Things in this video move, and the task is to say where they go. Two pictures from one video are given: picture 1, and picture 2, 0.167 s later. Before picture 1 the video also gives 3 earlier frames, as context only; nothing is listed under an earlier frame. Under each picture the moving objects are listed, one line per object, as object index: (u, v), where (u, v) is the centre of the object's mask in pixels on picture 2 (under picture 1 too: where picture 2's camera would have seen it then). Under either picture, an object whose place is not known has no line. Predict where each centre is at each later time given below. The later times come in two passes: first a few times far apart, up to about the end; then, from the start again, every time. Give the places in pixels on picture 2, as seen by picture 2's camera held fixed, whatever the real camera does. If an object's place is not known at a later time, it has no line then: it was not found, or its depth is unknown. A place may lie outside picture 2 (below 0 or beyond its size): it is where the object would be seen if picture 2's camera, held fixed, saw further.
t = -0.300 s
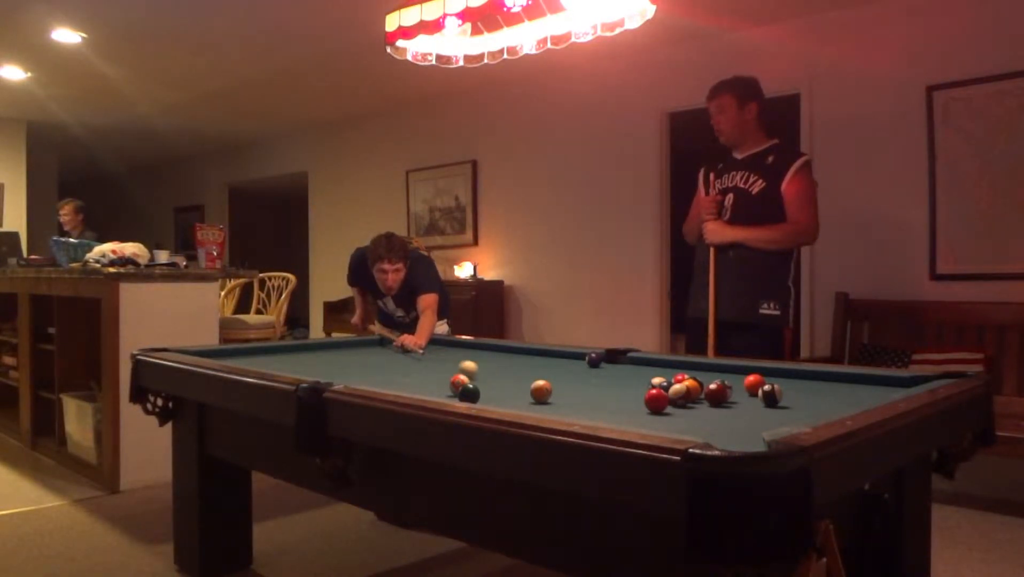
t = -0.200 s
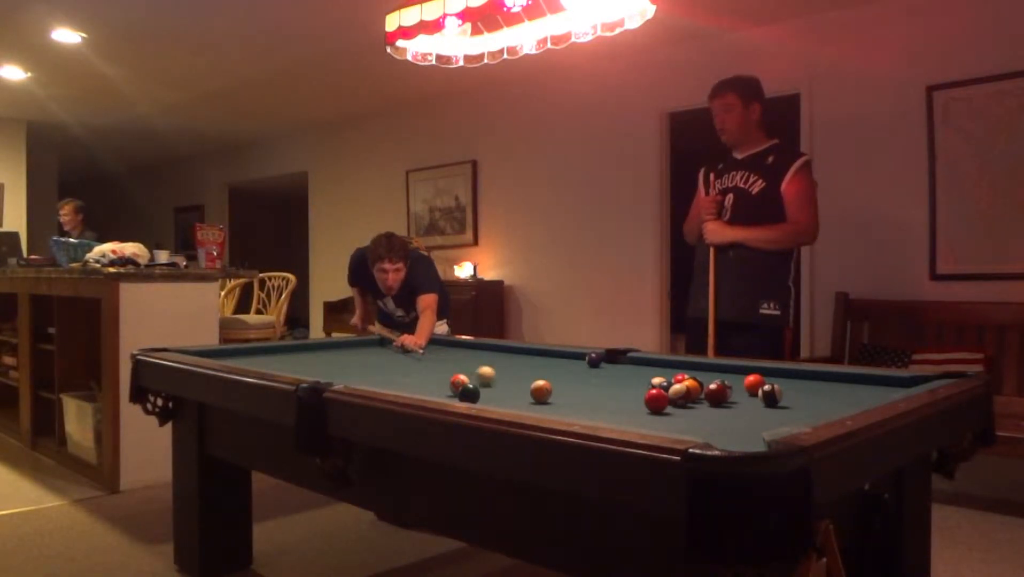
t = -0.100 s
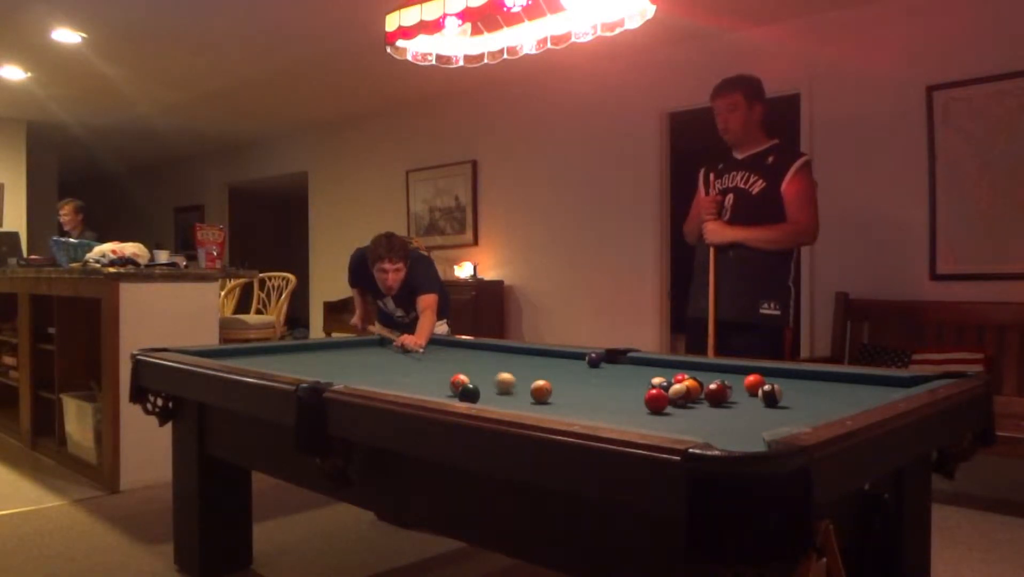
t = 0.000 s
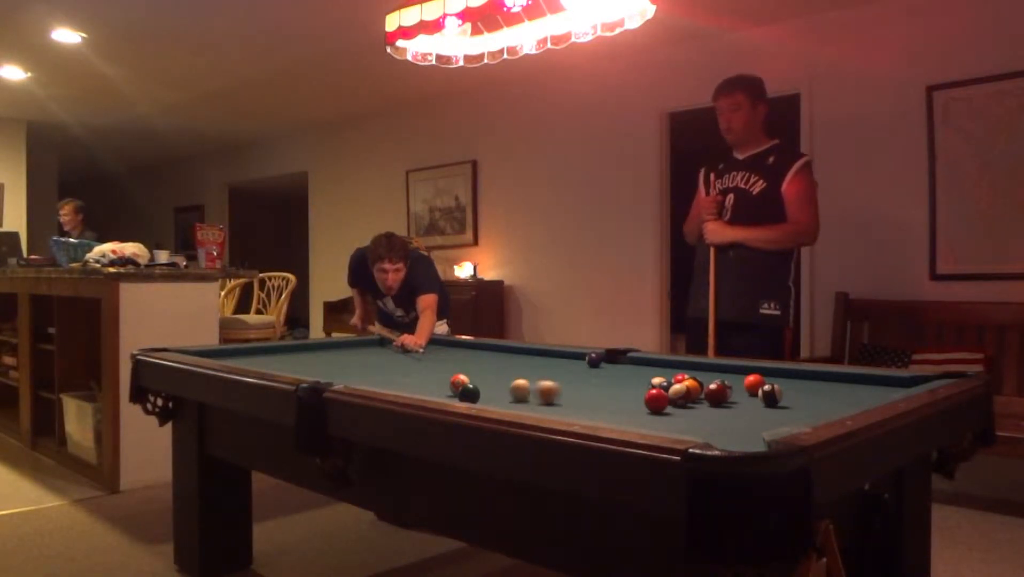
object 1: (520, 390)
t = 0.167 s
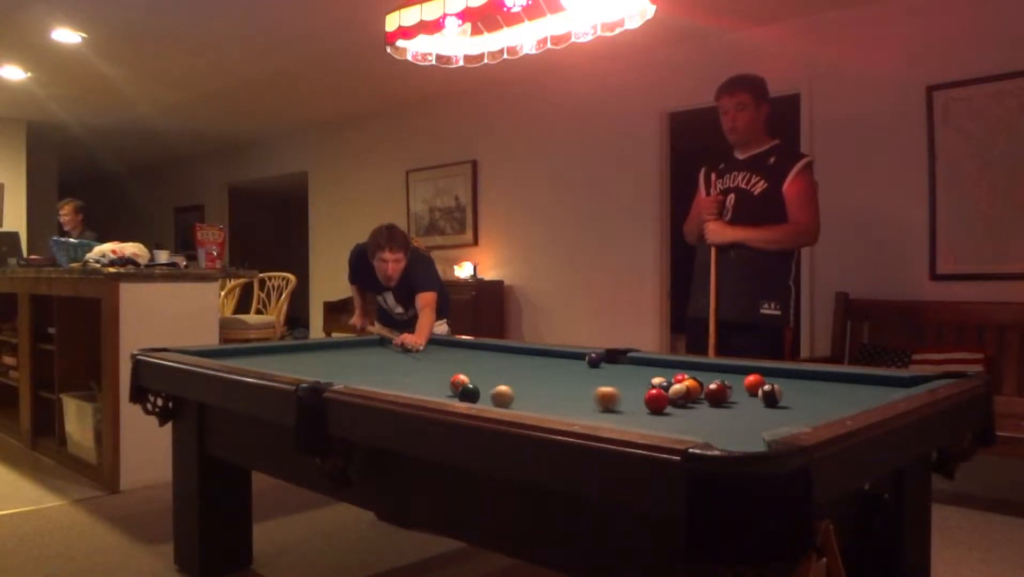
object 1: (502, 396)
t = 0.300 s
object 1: (491, 399)
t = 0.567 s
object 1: (522, 402)
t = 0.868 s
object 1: (568, 402)
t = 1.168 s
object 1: (606, 399)
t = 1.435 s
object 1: (634, 397)
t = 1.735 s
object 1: (657, 395)
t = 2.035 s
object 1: (658, 395)
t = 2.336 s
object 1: (658, 395)
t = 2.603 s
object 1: (658, 395)
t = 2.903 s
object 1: (658, 395)
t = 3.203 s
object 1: (658, 395)
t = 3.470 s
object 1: (658, 395)
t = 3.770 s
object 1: (658, 395)
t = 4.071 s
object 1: (658, 395)
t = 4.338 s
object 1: (658, 395)
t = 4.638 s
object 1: (658, 395)
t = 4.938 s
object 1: (658, 395)
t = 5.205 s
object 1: (658, 395)
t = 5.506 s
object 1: (658, 395)
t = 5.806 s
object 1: (658, 395)
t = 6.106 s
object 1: (658, 395)
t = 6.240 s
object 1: (658, 395)
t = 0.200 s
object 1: (500, 397)
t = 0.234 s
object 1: (497, 398)
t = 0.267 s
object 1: (495, 398)
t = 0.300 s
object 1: (491, 399)
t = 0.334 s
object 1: (488, 400)
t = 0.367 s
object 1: (488, 400)
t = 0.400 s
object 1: (494, 400)
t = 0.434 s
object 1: (500, 401)
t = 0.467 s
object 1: (506, 401)
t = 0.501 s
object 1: (511, 401)
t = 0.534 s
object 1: (517, 402)
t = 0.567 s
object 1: (522, 402)
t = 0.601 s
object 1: (528, 402)
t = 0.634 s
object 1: (533, 402)
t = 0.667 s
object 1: (538, 402)
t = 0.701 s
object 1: (543, 403)
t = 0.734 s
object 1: (548, 402)
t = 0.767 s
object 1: (553, 402)
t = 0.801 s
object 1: (559, 403)
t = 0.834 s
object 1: (563, 402)
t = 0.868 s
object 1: (568, 402)
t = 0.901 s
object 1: (572, 401)
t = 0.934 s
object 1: (577, 401)
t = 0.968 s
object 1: (581, 401)
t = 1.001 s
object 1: (585, 401)
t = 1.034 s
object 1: (590, 400)
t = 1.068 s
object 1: (594, 400)
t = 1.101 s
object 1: (598, 400)
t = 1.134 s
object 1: (602, 400)
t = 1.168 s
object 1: (606, 399)
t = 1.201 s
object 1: (610, 399)
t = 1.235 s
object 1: (614, 399)
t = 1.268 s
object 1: (617, 398)
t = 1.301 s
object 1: (621, 398)
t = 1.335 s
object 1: (624, 398)
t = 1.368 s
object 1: (628, 398)
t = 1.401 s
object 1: (631, 398)
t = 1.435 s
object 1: (634, 397)
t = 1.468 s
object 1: (637, 397)
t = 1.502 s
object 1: (640, 397)
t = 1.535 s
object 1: (643, 397)
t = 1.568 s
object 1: (646, 396)
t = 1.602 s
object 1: (650, 396)
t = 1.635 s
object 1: (652, 396)
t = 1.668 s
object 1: (655, 396)
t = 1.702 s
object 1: (657, 396)
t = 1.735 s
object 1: (657, 395)
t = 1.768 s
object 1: (658, 395)
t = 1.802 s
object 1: (658, 395)
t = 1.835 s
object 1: (658, 395)
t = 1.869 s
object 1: (658, 395)
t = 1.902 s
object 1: (658, 395)
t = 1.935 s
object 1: (658, 395)
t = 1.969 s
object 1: (658, 395)
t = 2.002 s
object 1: (658, 395)
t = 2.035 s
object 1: (658, 395)
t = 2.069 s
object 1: (658, 395)
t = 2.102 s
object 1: (658, 395)
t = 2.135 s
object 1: (658, 395)
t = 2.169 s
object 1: (658, 395)
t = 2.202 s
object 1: (658, 395)
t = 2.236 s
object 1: (658, 395)
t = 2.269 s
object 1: (658, 395)
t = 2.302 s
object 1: (658, 395)
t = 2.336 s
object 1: (658, 395)
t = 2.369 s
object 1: (658, 395)
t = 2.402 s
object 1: (658, 395)
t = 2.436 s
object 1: (658, 395)
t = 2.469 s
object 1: (658, 395)
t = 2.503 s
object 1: (658, 395)
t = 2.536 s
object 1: (658, 395)
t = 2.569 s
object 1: (658, 395)
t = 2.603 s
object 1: (658, 395)
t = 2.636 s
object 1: (658, 395)
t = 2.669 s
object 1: (658, 395)
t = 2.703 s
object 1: (658, 395)
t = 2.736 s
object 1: (658, 395)
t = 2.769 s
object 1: (658, 395)
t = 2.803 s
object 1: (658, 395)
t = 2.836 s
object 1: (658, 395)
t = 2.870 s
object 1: (658, 395)
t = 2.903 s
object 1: (658, 395)
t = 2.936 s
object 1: (658, 395)
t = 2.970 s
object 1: (658, 395)
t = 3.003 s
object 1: (658, 395)
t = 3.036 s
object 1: (658, 395)
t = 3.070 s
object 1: (658, 395)
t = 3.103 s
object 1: (658, 395)
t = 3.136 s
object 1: (658, 395)
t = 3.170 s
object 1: (658, 395)
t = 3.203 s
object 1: (658, 395)
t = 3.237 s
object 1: (658, 395)
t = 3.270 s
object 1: (658, 395)
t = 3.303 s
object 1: (658, 395)
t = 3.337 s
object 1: (658, 395)
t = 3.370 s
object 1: (658, 395)
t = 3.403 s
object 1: (658, 395)
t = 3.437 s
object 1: (658, 395)
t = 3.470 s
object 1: (658, 395)
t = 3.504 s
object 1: (658, 395)
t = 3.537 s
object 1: (658, 395)
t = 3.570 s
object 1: (658, 395)
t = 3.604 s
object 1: (658, 395)
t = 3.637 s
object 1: (658, 395)
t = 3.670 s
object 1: (658, 395)
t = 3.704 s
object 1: (658, 395)
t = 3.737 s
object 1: (658, 395)
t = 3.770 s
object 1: (658, 395)
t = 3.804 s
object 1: (658, 395)
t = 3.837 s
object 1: (658, 395)
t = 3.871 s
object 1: (658, 395)
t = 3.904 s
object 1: (658, 395)
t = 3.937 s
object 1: (658, 395)
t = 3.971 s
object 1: (658, 395)
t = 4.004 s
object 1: (658, 395)
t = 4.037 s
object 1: (658, 395)
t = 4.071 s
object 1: (658, 395)
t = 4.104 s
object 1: (658, 395)
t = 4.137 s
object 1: (658, 395)
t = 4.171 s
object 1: (658, 395)
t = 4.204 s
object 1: (658, 395)
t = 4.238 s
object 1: (658, 395)
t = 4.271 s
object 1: (658, 395)
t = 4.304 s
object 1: (658, 395)
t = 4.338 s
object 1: (658, 395)
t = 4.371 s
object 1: (658, 395)
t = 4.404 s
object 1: (658, 395)
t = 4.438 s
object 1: (658, 395)
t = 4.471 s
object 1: (658, 395)
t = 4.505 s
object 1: (658, 395)
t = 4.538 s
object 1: (658, 395)
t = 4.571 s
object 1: (658, 395)
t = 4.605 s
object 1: (658, 395)
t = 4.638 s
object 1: (658, 395)
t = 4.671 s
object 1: (658, 395)
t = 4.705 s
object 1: (658, 395)
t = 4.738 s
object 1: (658, 395)
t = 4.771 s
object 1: (658, 395)
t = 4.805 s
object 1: (658, 395)
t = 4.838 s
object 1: (658, 395)
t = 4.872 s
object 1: (658, 395)
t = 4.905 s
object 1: (658, 395)
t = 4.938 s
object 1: (658, 395)
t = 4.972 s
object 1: (658, 395)
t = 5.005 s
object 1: (658, 395)
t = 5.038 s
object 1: (658, 395)
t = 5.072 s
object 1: (658, 395)
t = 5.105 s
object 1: (658, 395)
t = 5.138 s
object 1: (658, 395)
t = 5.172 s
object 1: (658, 395)
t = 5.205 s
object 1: (658, 395)
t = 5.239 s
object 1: (658, 395)
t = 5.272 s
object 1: (658, 395)
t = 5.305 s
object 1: (658, 395)
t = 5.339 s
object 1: (658, 395)
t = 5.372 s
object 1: (658, 395)
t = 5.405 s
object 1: (658, 395)
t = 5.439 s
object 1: (658, 395)
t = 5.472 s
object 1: (658, 395)
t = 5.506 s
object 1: (658, 395)
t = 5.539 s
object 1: (658, 395)
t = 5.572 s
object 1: (658, 395)
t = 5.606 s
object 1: (658, 395)
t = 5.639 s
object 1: (658, 395)
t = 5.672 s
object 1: (658, 395)
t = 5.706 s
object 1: (658, 395)
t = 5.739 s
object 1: (658, 395)
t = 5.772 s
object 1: (658, 395)
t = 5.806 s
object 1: (658, 395)
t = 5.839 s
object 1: (658, 395)
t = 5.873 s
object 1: (658, 395)
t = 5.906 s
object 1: (658, 395)
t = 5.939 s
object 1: (658, 395)
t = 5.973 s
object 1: (658, 395)
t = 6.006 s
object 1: (658, 395)
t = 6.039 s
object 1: (658, 395)
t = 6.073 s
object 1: (658, 395)
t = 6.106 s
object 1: (658, 395)
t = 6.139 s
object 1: (658, 395)
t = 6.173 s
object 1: (658, 395)
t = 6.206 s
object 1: (658, 395)
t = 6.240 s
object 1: (658, 395)
